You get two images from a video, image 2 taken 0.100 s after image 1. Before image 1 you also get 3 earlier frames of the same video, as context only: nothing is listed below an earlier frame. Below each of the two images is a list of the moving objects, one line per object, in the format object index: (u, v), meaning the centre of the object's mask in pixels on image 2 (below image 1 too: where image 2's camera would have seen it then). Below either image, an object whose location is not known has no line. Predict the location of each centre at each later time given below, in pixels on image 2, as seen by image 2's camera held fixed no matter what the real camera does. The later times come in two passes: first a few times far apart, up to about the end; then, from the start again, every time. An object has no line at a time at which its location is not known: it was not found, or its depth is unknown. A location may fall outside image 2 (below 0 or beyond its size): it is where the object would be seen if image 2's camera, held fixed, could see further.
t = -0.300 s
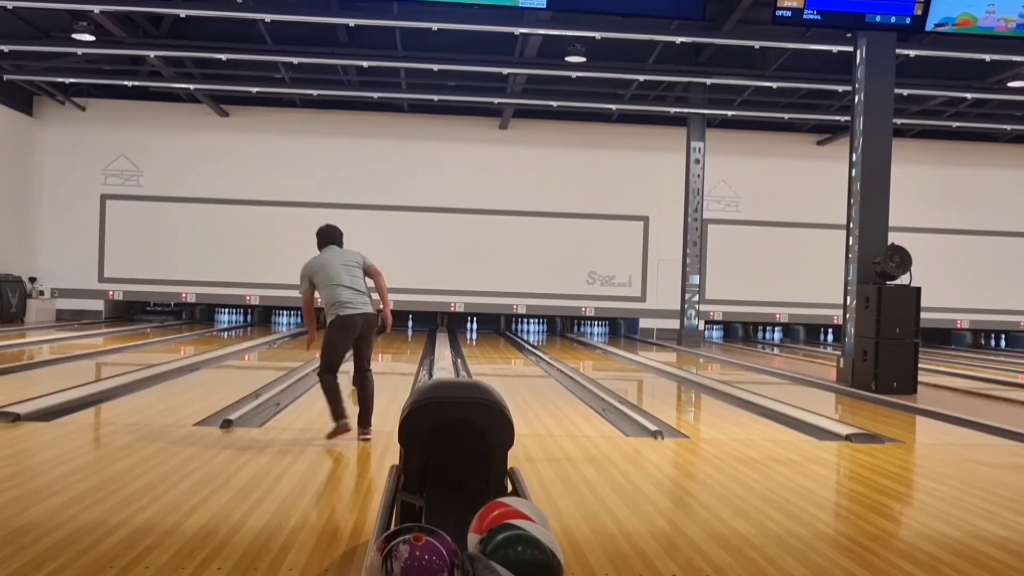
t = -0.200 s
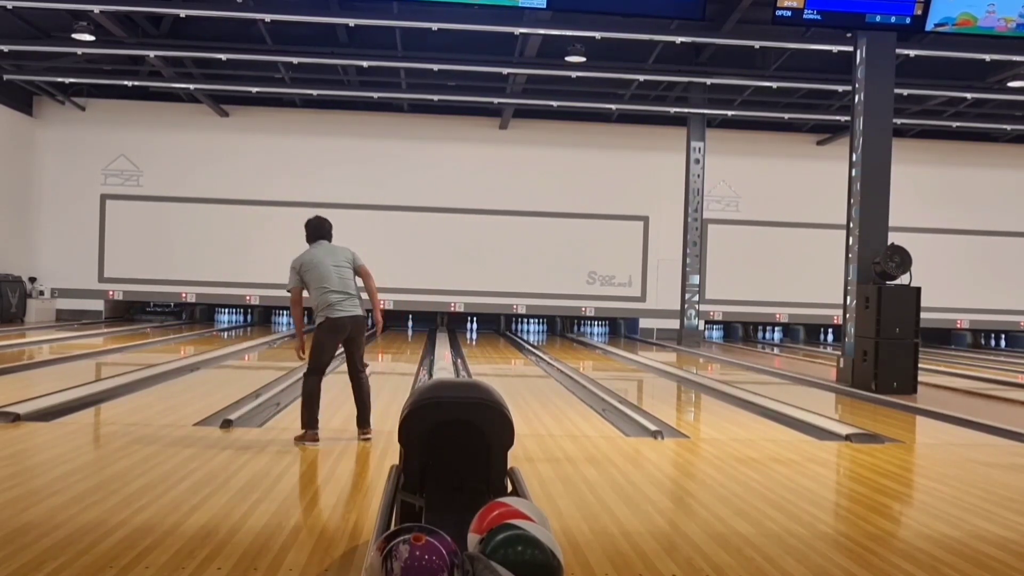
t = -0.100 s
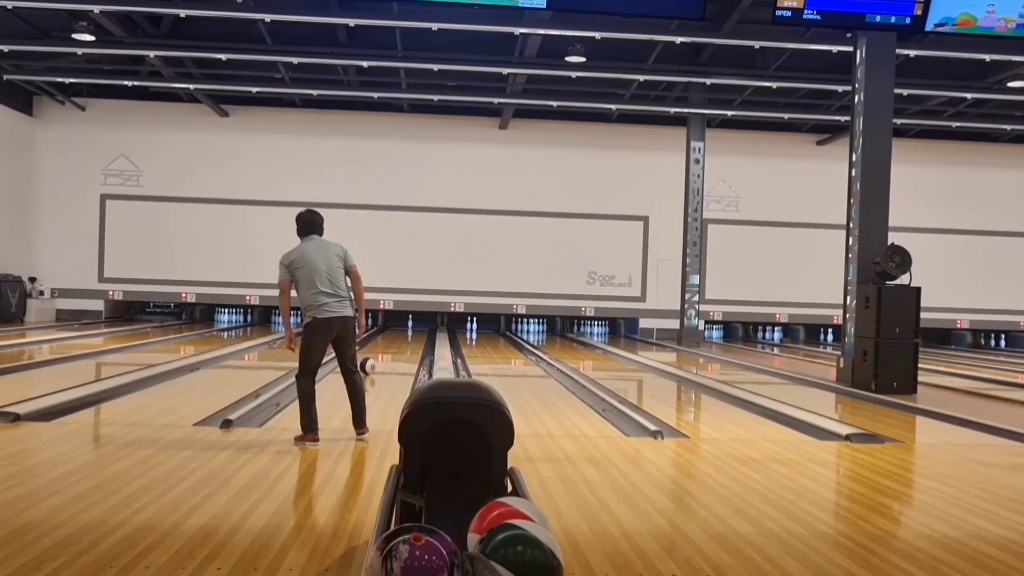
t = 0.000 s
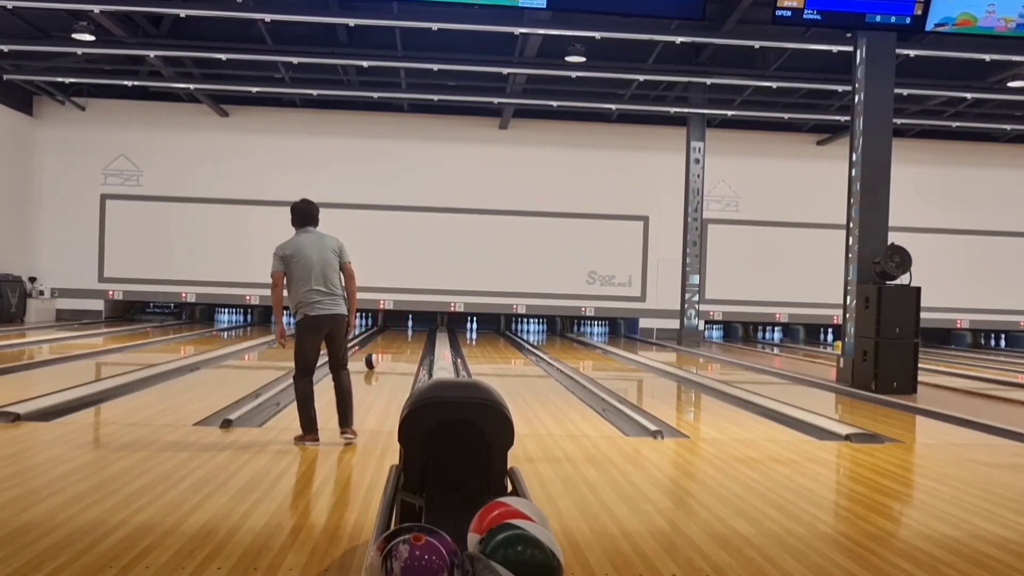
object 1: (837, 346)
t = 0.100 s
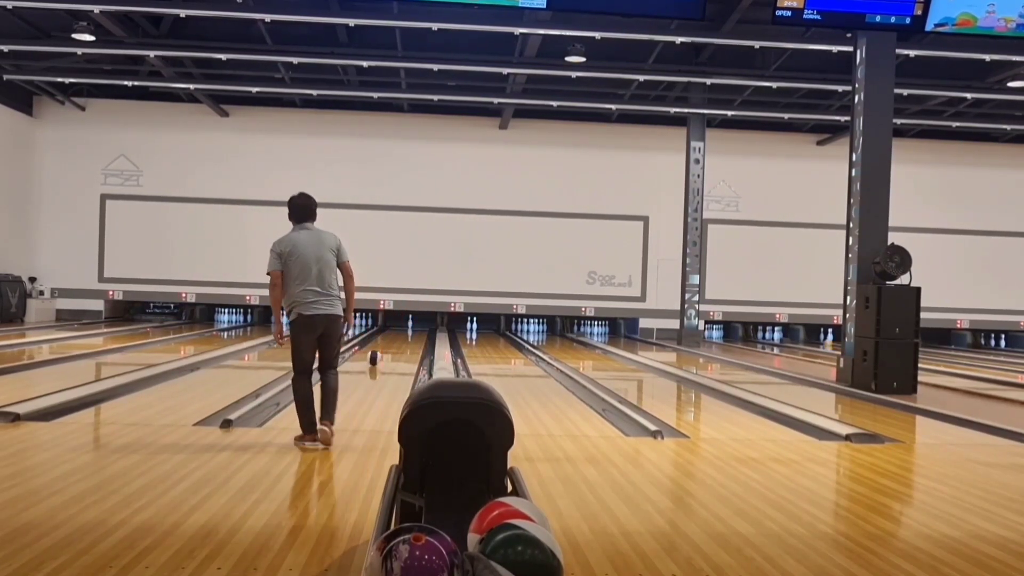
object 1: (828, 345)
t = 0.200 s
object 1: (818, 343)
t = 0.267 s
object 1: (813, 343)
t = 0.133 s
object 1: (824, 345)
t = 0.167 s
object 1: (820, 344)
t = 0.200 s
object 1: (818, 343)
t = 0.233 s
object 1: (815, 343)
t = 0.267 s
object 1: (813, 343)
